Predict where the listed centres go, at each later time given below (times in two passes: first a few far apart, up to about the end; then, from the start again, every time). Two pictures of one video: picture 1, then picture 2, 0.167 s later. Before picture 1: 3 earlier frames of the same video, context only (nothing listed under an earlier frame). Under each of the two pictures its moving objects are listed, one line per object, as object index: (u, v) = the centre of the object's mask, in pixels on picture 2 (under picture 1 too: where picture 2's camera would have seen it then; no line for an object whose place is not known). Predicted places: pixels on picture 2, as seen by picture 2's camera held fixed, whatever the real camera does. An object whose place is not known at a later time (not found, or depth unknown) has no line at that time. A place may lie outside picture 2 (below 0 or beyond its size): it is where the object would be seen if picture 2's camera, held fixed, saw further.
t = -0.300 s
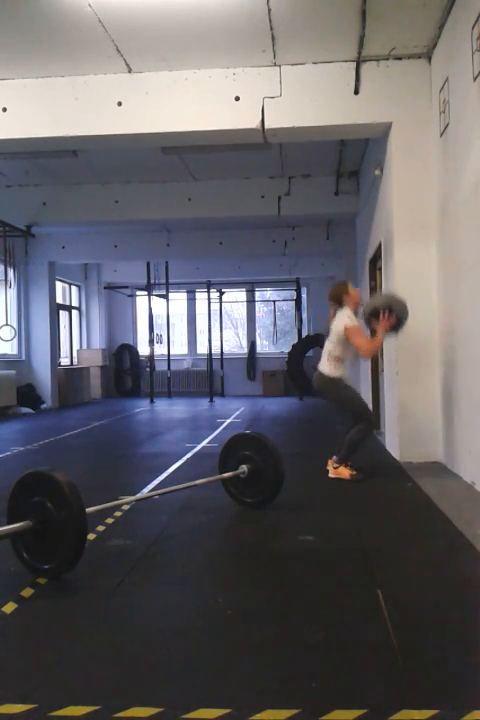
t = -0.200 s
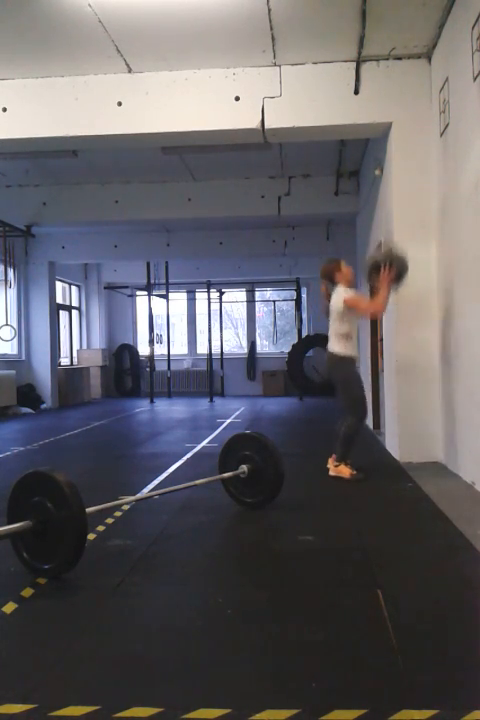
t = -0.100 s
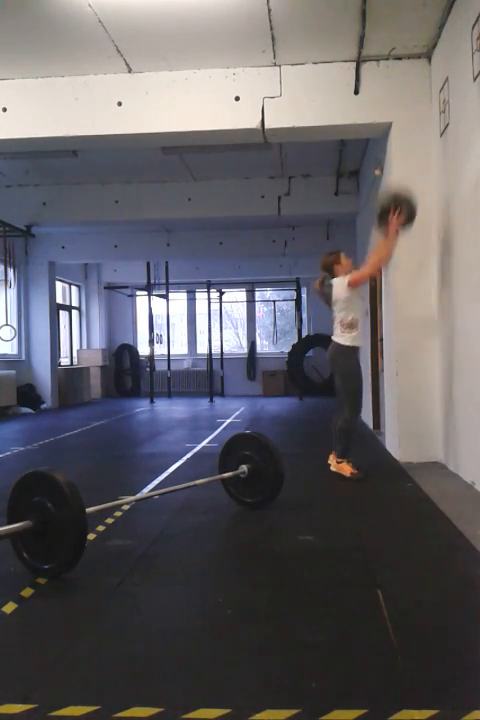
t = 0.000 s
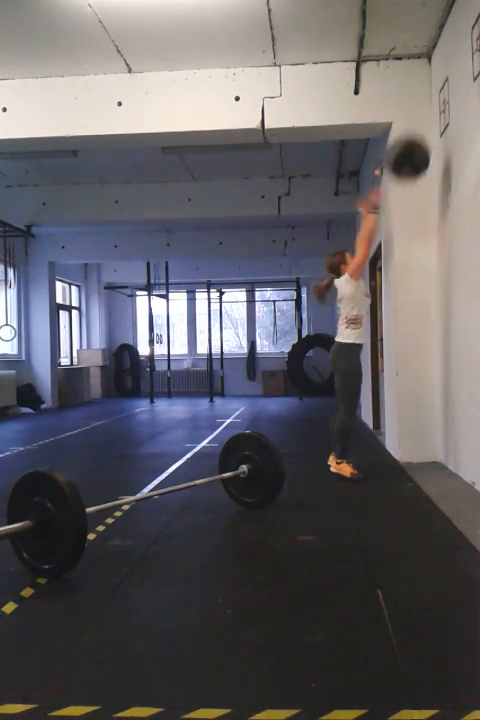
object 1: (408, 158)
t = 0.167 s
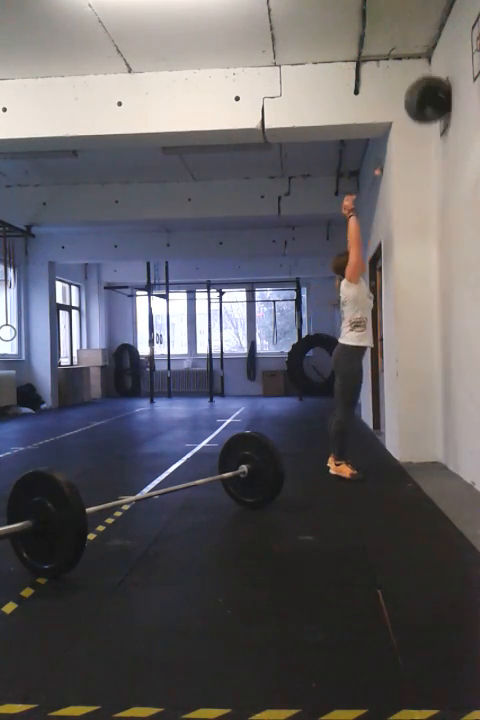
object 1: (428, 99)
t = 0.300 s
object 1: (418, 84)
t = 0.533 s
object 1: (409, 118)
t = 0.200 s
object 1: (427, 94)
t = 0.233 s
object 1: (424, 89)
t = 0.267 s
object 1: (420, 86)
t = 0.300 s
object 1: (418, 84)
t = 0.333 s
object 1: (417, 84)
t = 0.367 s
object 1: (415, 86)
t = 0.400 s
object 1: (414, 89)
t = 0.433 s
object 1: (412, 94)
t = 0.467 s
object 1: (411, 101)
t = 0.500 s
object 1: (410, 109)
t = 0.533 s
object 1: (409, 118)
